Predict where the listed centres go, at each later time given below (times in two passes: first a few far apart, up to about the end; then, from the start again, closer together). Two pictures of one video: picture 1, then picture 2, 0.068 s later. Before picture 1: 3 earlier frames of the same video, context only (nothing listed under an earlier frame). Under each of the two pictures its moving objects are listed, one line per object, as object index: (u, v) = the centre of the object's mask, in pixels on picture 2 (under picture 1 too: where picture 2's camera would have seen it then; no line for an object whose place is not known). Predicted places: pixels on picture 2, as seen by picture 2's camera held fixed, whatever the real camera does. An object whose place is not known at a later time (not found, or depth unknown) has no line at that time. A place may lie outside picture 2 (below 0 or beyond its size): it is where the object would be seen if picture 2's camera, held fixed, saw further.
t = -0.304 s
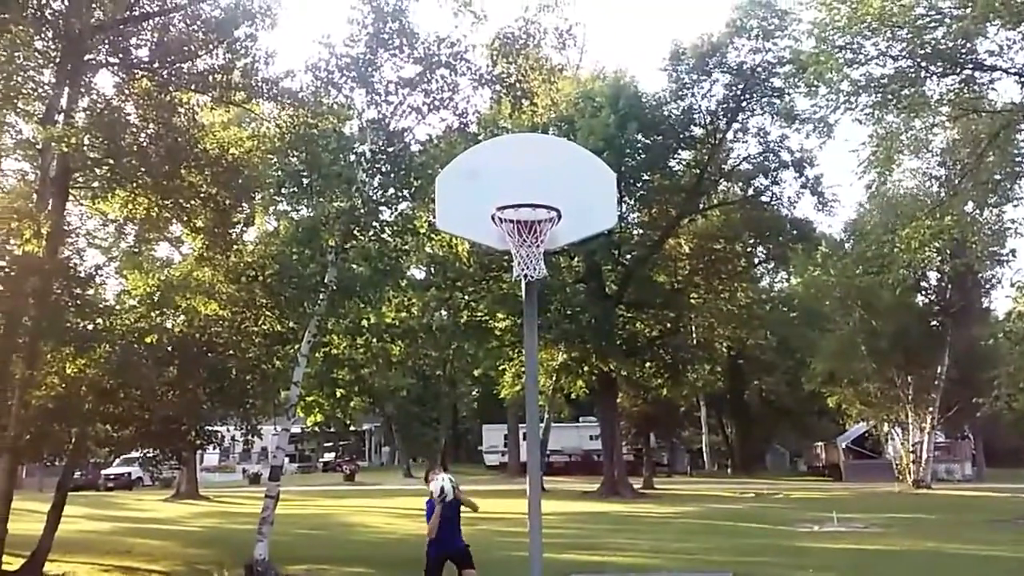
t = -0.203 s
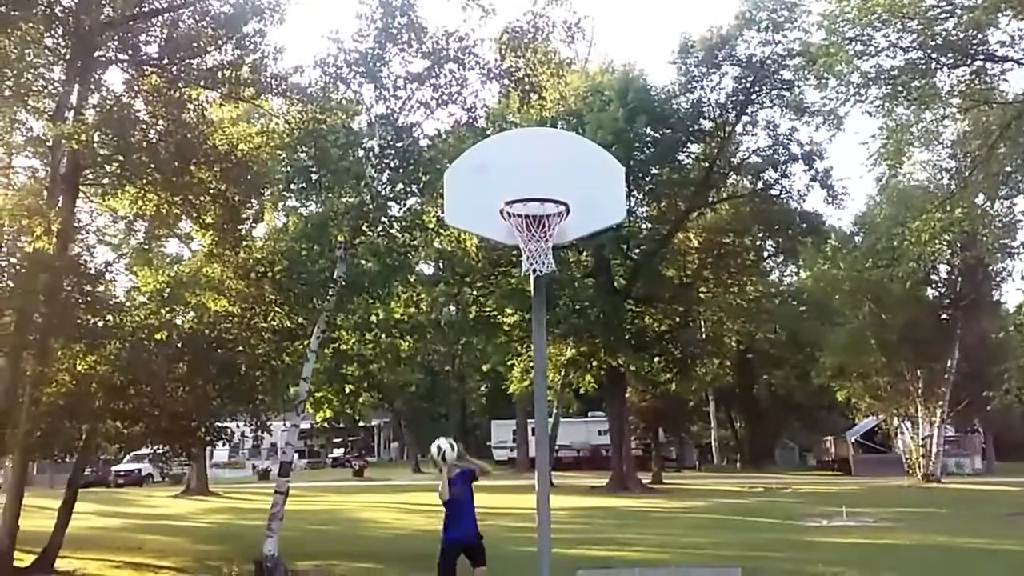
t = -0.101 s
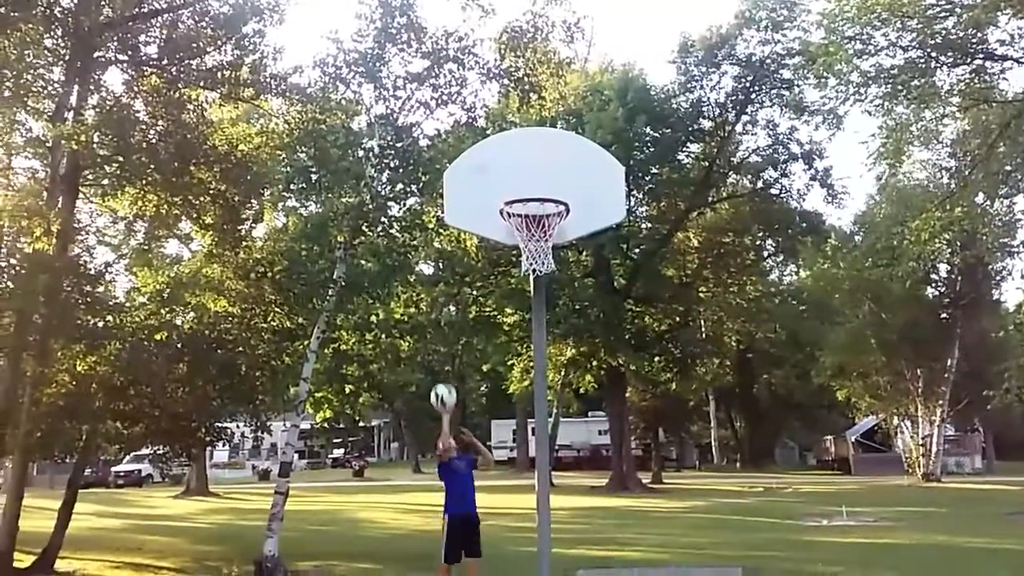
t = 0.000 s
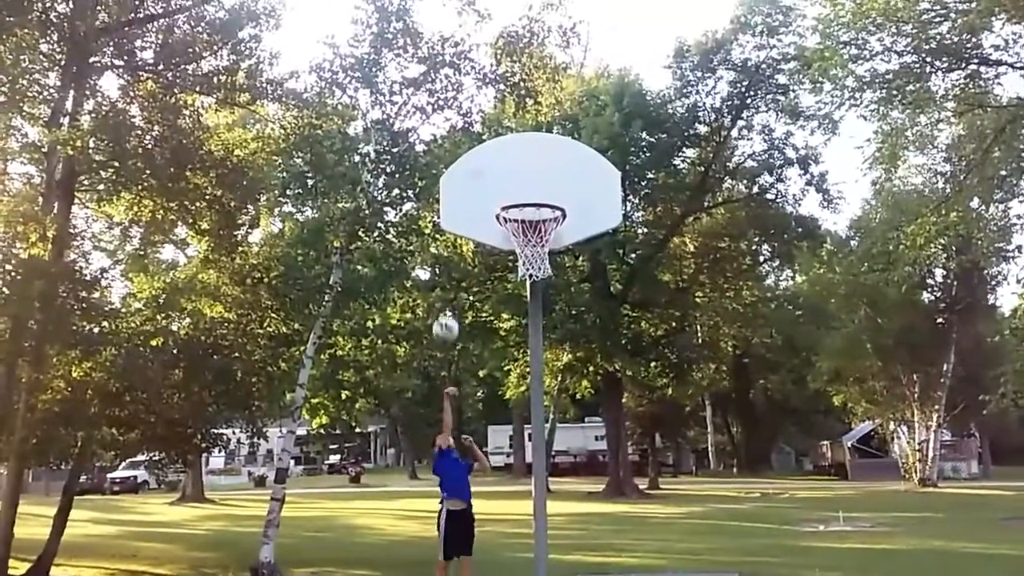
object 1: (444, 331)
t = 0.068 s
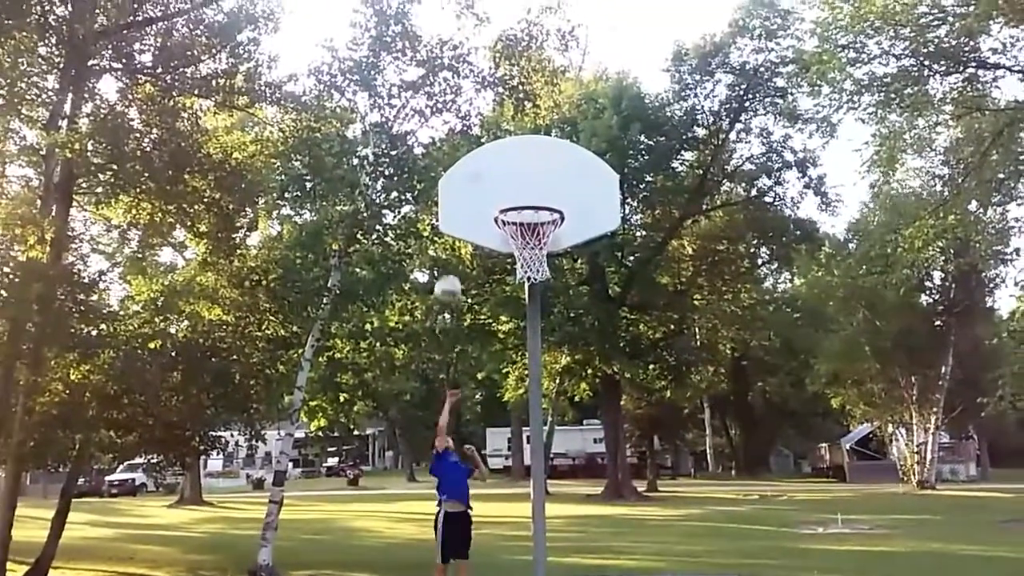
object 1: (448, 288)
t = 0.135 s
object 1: (450, 251)
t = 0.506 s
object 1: (475, 119)
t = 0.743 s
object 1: (492, 109)
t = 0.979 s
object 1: (514, 176)
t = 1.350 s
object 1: (551, 414)
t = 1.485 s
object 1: (567, 561)
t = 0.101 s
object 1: (449, 268)
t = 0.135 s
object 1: (450, 251)
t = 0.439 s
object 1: (469, 131)
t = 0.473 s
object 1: (473, 124)
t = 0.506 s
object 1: (475, 119)
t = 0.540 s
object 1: (476, 113)
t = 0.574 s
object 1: (478, 110)
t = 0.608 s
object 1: (482, 107)
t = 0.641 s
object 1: (484, 105)
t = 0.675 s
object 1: (486, 103)
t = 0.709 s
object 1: (489, 103)
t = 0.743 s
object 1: (492, 109)
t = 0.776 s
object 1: (497, 116)
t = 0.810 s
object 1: (499, 120)
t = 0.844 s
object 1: (500, 126)
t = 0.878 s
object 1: (504, 135)
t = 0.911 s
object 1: (507, 147)
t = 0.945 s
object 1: (512, 161)
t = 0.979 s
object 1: (514, 176)
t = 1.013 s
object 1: (515, 190)
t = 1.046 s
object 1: (519, 206)
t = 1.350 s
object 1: (551, 414)
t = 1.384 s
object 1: (553, 447)
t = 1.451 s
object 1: (563, 523)
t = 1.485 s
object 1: (567, 561)
